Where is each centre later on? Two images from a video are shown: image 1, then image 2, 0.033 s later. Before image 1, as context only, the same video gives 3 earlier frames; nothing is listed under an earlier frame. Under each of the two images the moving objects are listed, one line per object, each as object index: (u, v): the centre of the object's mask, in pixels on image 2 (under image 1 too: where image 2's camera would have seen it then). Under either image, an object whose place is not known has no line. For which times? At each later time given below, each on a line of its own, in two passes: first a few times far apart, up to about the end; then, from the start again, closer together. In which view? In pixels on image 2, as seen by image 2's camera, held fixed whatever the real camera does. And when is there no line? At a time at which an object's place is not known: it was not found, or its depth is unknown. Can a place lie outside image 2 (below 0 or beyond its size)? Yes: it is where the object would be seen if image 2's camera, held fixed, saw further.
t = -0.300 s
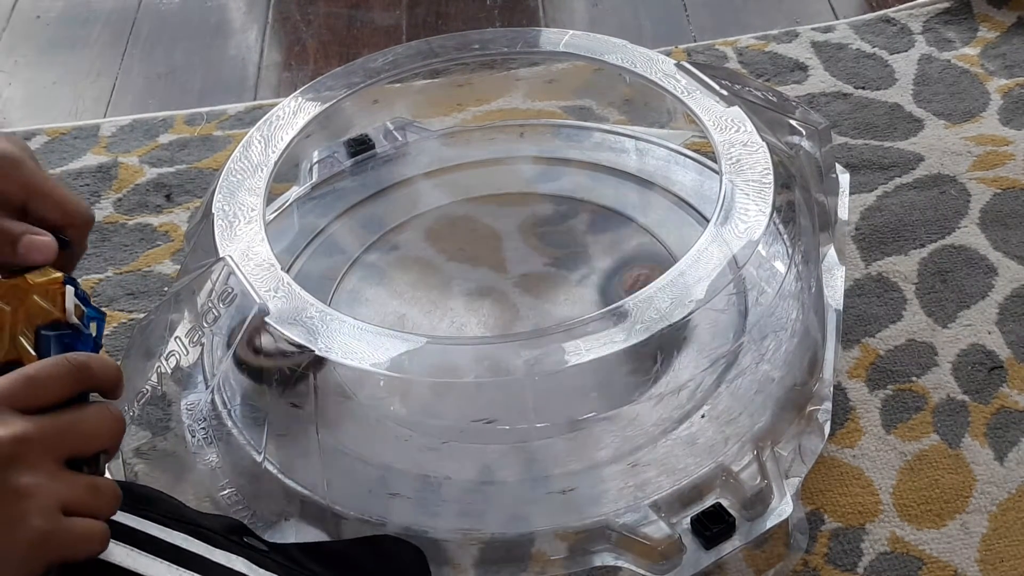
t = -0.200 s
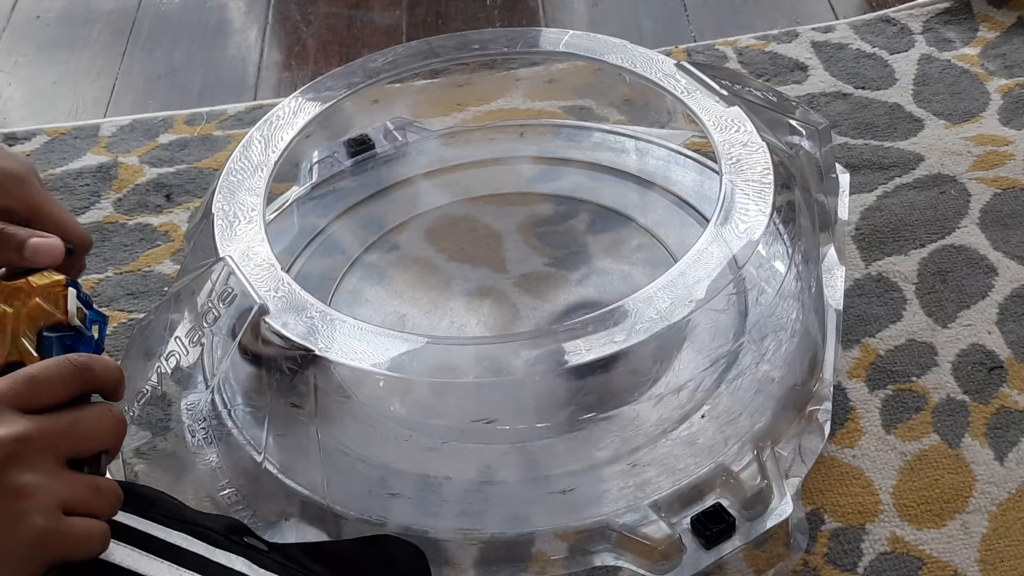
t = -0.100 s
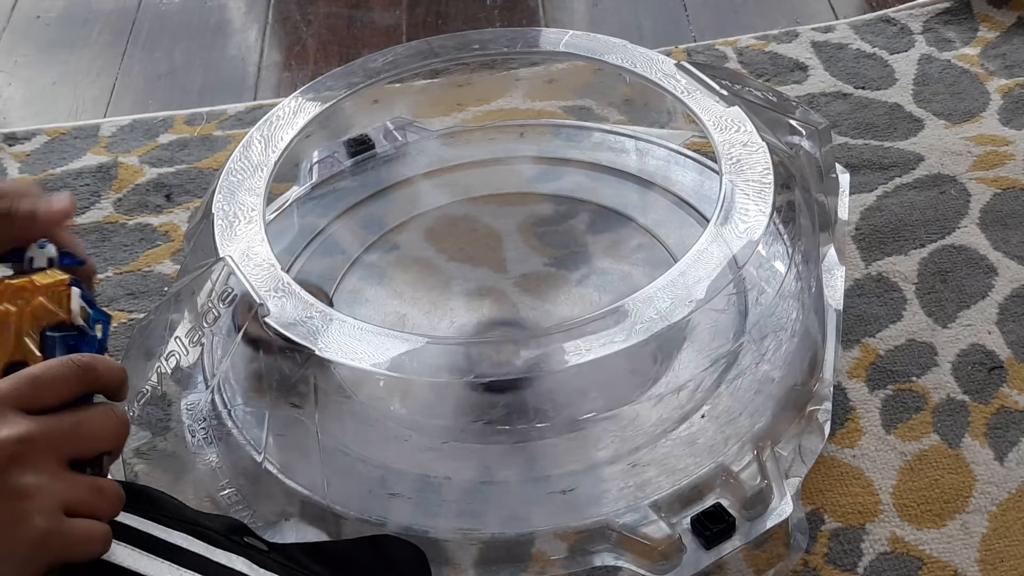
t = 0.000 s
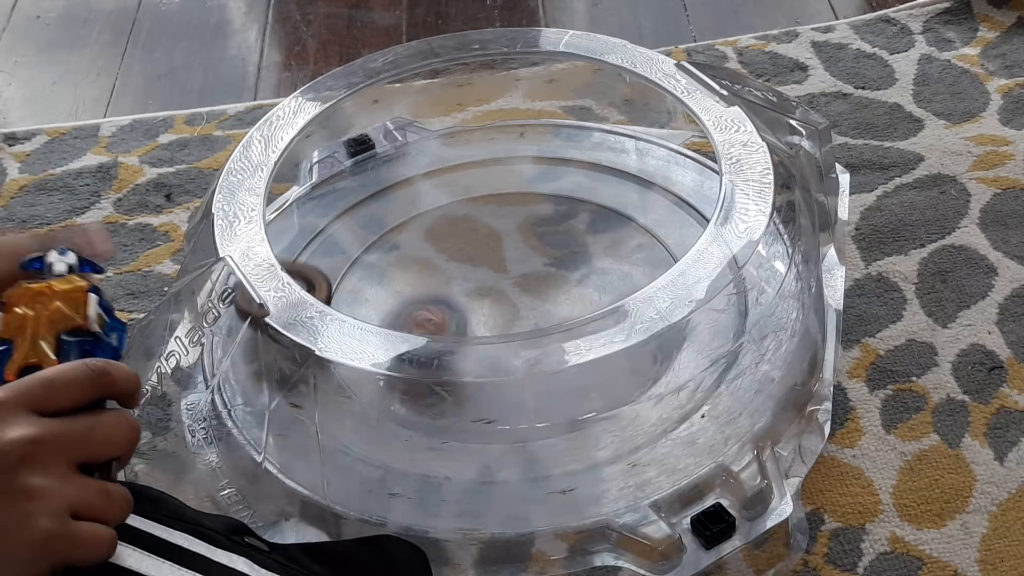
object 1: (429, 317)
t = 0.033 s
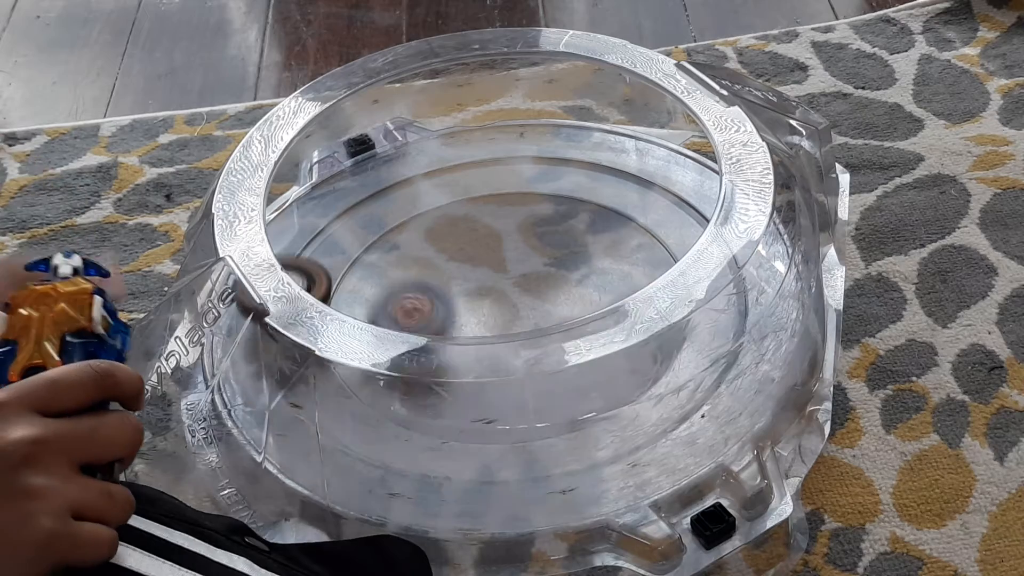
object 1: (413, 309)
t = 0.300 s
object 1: (448, 205)
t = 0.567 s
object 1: (579, 265)
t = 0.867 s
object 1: (472, 370)
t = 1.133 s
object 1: (400, 302)
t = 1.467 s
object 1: (562, 272)
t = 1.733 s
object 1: (572, 338)
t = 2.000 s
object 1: (458, 351)
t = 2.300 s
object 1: (413, 272)
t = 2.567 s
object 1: (567, 245)
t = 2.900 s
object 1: (617, 364)
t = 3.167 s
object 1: (593, 434)
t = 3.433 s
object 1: (596, 418)
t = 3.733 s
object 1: (633, 405)
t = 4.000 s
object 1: (656, 370)
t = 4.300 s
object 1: (549, 366)
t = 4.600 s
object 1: (441, 370)
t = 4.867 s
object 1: (416, 302)
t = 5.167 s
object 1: (483, 273)
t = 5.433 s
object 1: (538, 291)
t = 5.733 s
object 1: (450, 310)
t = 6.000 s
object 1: (389, 247)
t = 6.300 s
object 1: (475, 262)
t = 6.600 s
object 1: (544, 300)
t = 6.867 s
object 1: (548, 303)
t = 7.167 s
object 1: (540, 285)
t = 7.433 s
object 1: (550, 272)
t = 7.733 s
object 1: (510, 317)
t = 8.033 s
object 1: (459, 304)
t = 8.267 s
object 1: (499, 309)
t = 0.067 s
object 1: (400, 298)
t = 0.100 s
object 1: (395, 282)
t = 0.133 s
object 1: (395, 269)
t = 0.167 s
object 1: (398, 253)
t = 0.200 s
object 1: (404, 239)
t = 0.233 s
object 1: (417, 225)
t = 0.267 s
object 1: (430, 214)
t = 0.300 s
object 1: (448, 205)
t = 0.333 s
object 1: (468, 201)
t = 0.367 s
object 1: (487, 200)
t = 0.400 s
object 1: (508, 202)
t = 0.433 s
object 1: (528, 209)
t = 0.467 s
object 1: (547, 220)
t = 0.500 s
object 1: (559, 233)
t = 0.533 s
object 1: (570, 247)
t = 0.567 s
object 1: (579, 265)
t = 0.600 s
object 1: (583, 281)
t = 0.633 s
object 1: (580, 291)
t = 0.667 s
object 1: (571, 301)
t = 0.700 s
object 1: (554, 317)
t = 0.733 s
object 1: (542, 345)
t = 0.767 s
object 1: (530, 358)
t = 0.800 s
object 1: (518, 363)
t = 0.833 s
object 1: (495, 370)
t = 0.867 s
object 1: (472, 370)
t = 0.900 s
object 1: (454, 368)
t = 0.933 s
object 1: (436, 365)
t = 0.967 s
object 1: (426, 360)
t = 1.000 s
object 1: (421, 349)
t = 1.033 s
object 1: (405, 320)
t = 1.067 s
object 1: (399, 314)
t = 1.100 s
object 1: (397, 308)
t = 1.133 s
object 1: (400, 302)
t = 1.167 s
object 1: (409, 291)
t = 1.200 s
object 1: (424, 282)
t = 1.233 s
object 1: (440, 274)
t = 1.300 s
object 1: (478, 261)
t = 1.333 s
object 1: (498, 259)
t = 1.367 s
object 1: (519, 259)
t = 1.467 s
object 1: (562, 272)
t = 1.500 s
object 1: (570, 277)
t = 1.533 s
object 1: (580, 287)
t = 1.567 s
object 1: (584, 292)
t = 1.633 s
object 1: (587, 304)
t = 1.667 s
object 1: (581, 309)
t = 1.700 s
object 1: (574, 317)
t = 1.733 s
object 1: (572, 338)
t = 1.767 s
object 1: (569, 351)
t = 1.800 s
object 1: (558, 360)
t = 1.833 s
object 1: (539, 366)
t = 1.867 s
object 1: (524, 364)
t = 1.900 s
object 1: (509, 358)
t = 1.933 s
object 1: (487, 350)
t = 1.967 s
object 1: (476, 346)
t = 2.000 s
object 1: (458, 351)
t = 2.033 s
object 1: (434, 357)
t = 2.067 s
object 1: (424, 351)
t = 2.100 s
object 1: (420, 346)
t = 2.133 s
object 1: (404, 319)
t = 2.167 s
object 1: (398, 312)
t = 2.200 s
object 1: (393, 304)
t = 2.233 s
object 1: (396, 293)
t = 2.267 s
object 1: (403, 283)
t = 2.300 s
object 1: (413, 272)
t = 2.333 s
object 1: (431, 262)
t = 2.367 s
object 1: (446, 253)
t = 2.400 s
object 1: (466, 244)
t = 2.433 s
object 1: (488, 240)
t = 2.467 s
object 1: (507, 238)
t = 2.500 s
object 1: (529, 238)
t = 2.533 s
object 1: (550, 241)
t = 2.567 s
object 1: (567, 245)
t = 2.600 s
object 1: (585, 251)
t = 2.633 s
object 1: (603, 257)
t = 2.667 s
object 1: (616, 264)
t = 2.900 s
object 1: (617, 364)
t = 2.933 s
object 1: (598, 373)
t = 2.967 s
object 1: (593, 378)
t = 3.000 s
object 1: (593, 387)
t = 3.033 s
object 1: (589, 395)
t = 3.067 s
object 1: (584, 408)
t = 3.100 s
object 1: (584, 419)
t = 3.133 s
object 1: (587, 428)
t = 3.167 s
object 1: (593, 434)
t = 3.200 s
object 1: (590, 434)
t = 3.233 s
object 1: (584, 429)
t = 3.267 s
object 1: (579, 425)
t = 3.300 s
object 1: (577, 421)
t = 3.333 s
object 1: (577, 420)
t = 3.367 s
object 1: (581, 418)
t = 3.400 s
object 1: (587, 417)
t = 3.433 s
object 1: (596, 418)
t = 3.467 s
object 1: (607, 417)
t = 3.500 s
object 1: (618, 417)
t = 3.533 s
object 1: (626, 416)
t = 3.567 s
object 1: (633, 417)
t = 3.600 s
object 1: (633, 415)
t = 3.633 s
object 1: (629, 415)
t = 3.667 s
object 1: (627, 411)
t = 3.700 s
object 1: (628, 409)
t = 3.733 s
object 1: (633, 405)
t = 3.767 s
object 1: (638, 399)
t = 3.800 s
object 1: (641, 395)
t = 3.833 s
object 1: (644, 392)
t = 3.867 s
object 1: (647, 387)
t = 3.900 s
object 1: (649, 383)
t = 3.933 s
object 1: (652, 376)
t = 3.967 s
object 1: (654, 373)
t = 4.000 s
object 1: (656, 370)
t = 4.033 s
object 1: (657, 367)
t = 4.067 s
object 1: (655, 363)
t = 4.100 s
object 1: (654, 361)
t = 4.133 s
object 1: (650, 361)
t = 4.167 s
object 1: (641, 362)
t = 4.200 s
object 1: (623, 367)
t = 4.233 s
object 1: (601, 372)
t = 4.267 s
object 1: (580, 376)
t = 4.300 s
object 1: (549, 366)
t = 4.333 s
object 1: (532, 364)
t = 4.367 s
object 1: (517, 349)
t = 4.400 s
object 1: (501, 340)
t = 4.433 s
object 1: (482, 340)
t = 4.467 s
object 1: (474, 348)
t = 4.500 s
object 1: (464, 361)
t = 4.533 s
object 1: (455, 368)
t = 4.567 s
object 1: (448, 370)
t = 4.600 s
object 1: (441, 370)
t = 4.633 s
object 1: (437, 367)
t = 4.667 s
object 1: (434, 361)
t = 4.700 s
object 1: (431, 350)
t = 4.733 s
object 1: (429, 339)
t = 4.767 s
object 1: (423, 318)
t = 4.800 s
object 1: (417, 313)
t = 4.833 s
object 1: (415, 308)
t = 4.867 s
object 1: (416, 302)
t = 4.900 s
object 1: (411, 297)
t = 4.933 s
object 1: (408, 292)
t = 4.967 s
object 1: (408, 287)
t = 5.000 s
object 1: (412, 283)
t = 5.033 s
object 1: (421, 278)
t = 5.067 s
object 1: (435, 273)
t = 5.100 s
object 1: (450, 272)
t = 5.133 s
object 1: (467, 272)
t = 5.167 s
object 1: (483, 273)
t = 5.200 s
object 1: (499, 276)
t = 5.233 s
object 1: (504, 273)
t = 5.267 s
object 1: (509, 269)
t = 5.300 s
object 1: (514, 268)
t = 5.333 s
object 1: (523, 270)
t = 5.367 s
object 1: (531, 274)
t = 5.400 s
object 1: (536, 282)
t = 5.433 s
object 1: (538, 291)
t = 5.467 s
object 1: (535, 298)
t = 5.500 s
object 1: (529, 304)
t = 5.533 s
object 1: (518, 311)
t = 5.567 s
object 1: (504, 314)
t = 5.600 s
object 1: (492, 324)
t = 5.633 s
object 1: (480, 323)
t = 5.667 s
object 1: (471, 316)
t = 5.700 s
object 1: (459, 314)
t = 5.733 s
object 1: (450, 310)
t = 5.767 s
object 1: (445, 306)
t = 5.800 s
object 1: (443, 299)
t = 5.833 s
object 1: (444, 292)
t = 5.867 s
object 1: (426, 281)
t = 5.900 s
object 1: (412, 272)
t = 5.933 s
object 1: (402, 265)
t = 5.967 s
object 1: (394, 255)
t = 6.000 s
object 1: (389, 247)
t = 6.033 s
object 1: (388, 241)
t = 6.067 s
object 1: (390, 234)
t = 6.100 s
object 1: (396, 230)
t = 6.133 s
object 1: (406, 227)
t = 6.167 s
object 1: (420, 229)
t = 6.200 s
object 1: (435, 235)
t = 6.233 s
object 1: (447, 242)
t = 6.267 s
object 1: (461, 251)
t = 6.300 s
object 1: (475, 262)
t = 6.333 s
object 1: (485, 271)
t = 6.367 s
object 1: (500, 280)
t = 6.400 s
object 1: (507, 281)
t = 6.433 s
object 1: (512, 280)
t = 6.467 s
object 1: (519, 281)
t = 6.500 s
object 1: (526, 285)
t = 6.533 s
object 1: (533, 291)
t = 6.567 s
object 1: (540, 297)
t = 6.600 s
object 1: (544, 300)
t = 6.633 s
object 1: (546, 308)
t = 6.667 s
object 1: (546, 311)
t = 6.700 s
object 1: (544, 314)
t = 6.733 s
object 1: (548, 312)
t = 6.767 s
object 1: (549, 311)
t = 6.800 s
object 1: (548, 309)
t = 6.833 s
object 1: (548, 307)
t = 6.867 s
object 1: (548, 303)
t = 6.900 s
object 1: (548, 300)
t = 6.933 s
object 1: (549, 299)
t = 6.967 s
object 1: (548, 297)
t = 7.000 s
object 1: (548, 295)
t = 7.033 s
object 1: (547, 294)
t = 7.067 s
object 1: (546, 292)
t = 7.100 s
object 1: (544, 289)
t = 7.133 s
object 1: (542, 287)
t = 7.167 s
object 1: (540, 285)
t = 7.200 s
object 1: (538, 284)
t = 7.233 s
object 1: (534, 283)
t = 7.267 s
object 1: (531, 283)
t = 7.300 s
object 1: (529, 281)
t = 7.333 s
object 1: (530, 278)
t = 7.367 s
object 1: (536, 274)
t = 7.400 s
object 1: (544, 272)
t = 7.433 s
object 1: (550, 272)
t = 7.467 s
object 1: (555, 275)
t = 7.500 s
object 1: (557, 282)
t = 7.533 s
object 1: (553, 289)
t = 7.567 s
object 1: (544, 296)
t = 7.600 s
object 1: (536, 299)
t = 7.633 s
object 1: (526, 302)
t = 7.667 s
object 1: (522, 308)
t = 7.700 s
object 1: (518, 314)
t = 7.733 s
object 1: (510, 317)
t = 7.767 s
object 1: (505, 329)
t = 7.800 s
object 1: (492, 333)
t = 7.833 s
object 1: (482, 333)
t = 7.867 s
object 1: (472, 331)
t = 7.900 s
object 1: (465, 326)
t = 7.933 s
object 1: (460, 315)
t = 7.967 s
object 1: (458, 309)
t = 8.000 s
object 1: (460, 306)
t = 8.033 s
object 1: (459, 304)
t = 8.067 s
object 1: (456, 305)
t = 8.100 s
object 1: (458, 305)
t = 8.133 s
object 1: (464, 303)
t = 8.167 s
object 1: (474, 304)
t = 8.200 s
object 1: (482, 305)
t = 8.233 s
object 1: (490, 306)
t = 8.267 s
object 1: (499, 309)
